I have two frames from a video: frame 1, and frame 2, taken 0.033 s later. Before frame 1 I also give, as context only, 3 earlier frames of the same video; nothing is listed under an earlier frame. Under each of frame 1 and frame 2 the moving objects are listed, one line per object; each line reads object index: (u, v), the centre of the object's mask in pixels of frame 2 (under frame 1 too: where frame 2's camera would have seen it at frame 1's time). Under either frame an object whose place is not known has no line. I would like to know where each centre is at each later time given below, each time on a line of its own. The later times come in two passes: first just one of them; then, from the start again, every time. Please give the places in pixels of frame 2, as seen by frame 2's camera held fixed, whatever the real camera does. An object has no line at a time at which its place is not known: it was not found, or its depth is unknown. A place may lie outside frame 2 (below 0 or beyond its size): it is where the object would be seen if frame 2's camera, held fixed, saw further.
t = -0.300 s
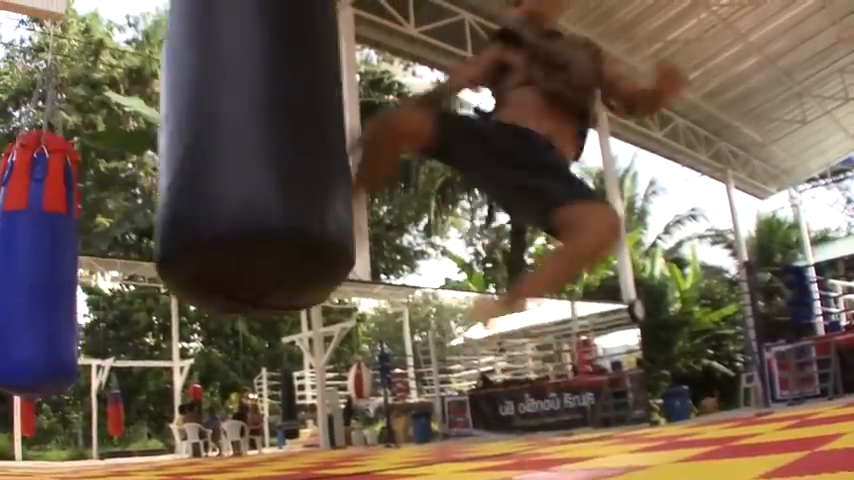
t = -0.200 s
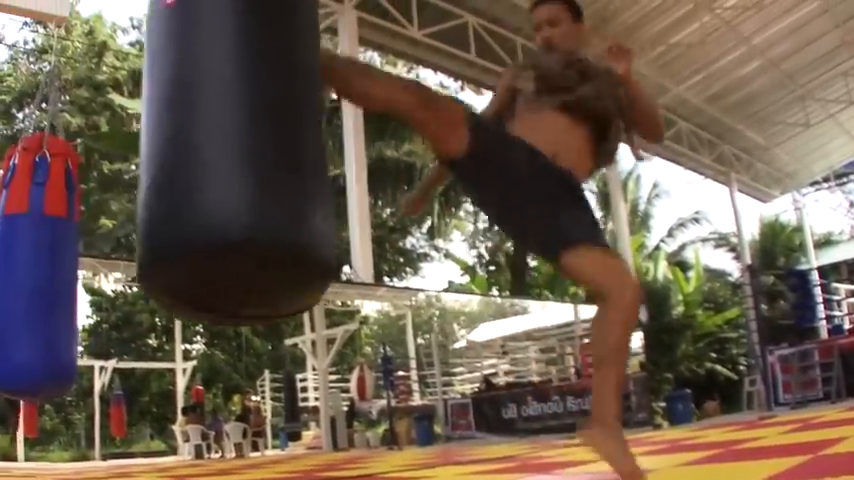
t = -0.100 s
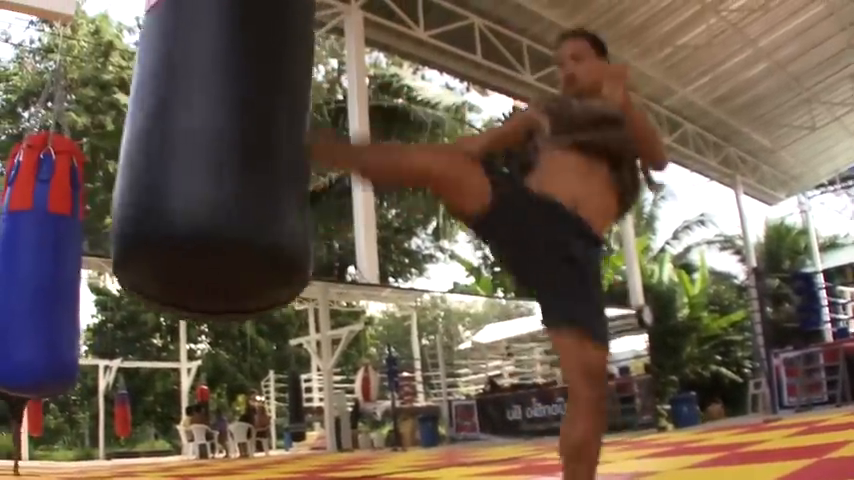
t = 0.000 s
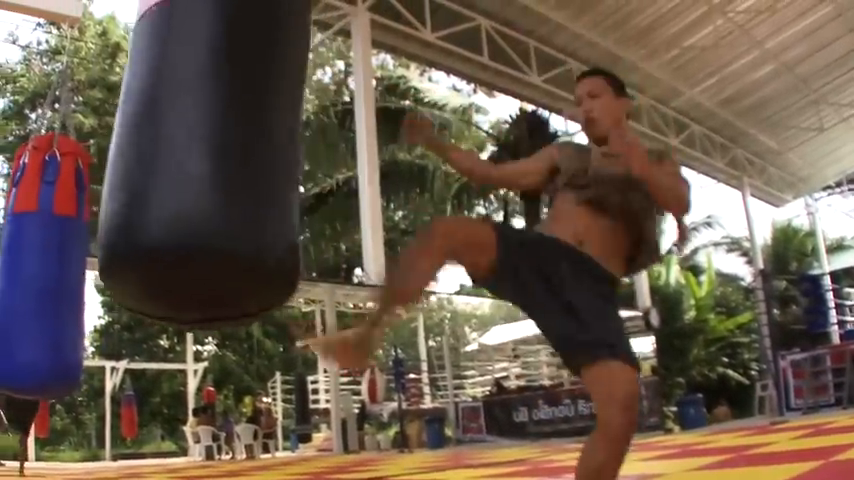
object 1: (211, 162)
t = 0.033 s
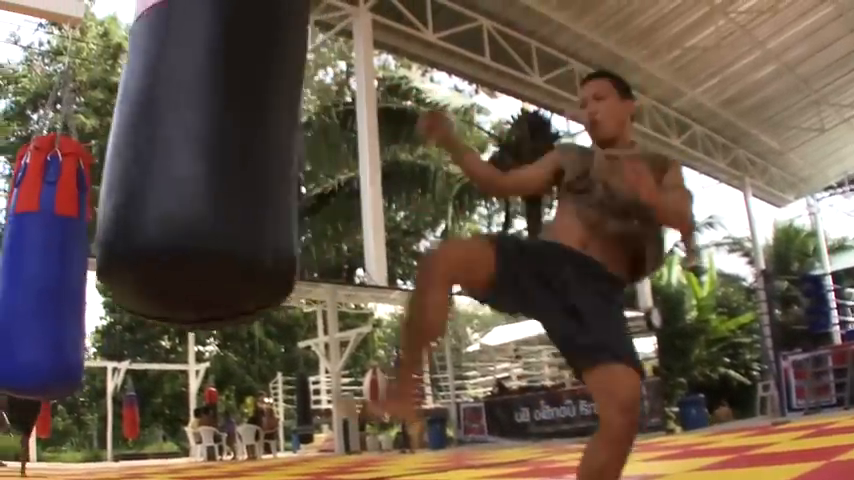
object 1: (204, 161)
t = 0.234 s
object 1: (185, 158)
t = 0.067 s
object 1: (200, 160)
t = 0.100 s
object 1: (196, 158)
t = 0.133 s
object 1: (191, 159)
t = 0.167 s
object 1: (189, 162)
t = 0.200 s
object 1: (186, 159)
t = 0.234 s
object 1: (185, 158)
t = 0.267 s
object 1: (184, 158)
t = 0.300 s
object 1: (182, 161)
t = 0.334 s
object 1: (181, 162)
